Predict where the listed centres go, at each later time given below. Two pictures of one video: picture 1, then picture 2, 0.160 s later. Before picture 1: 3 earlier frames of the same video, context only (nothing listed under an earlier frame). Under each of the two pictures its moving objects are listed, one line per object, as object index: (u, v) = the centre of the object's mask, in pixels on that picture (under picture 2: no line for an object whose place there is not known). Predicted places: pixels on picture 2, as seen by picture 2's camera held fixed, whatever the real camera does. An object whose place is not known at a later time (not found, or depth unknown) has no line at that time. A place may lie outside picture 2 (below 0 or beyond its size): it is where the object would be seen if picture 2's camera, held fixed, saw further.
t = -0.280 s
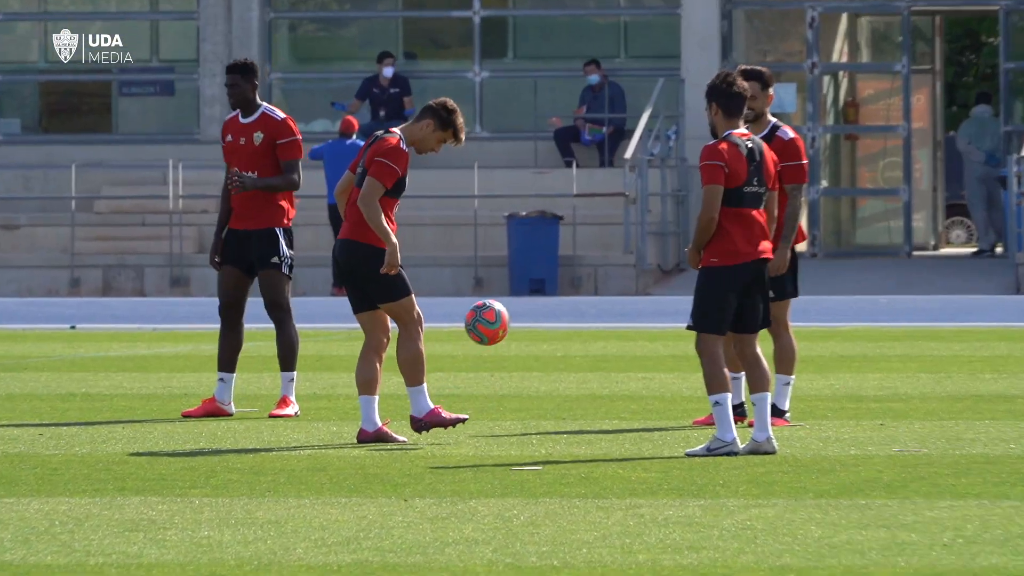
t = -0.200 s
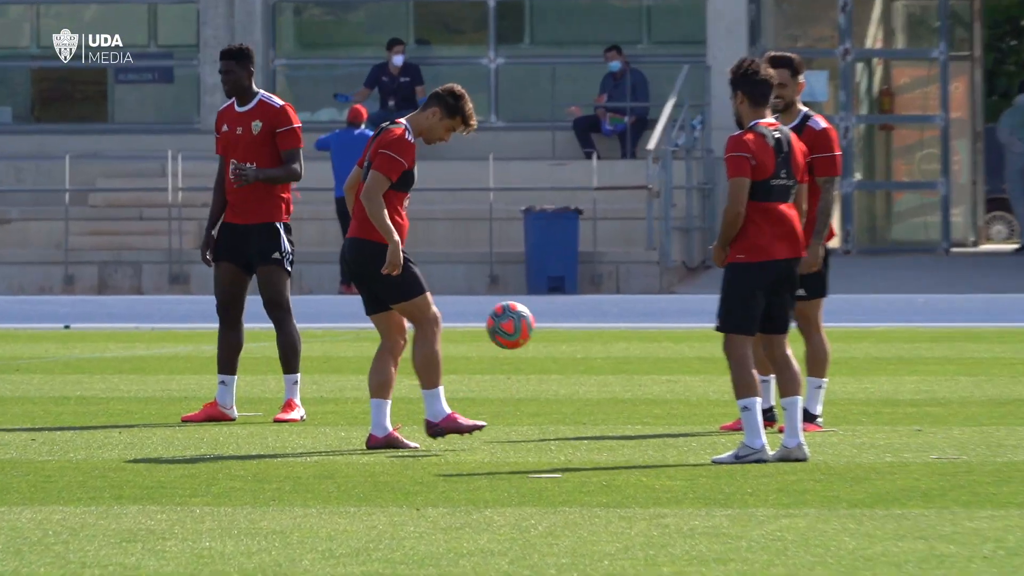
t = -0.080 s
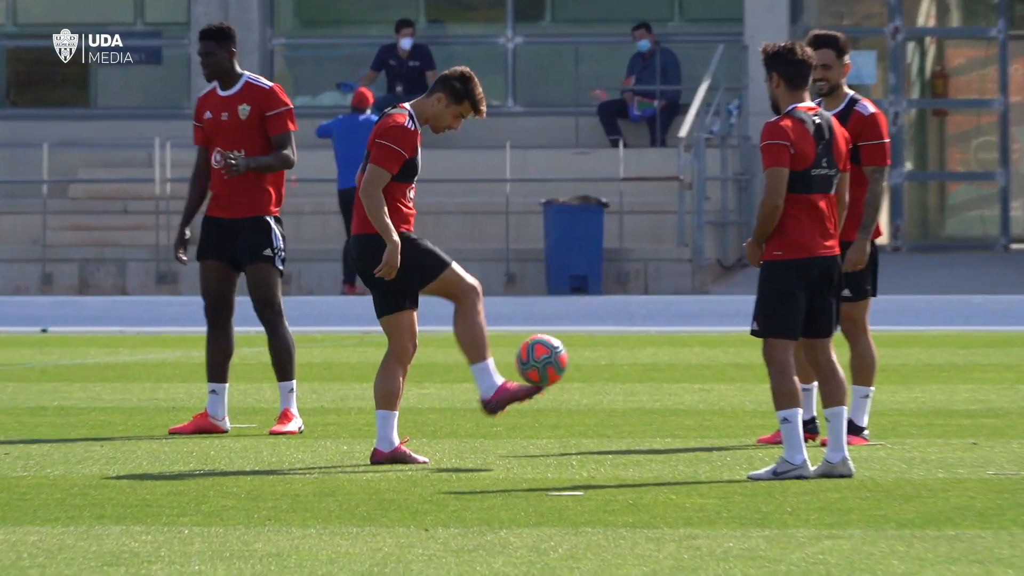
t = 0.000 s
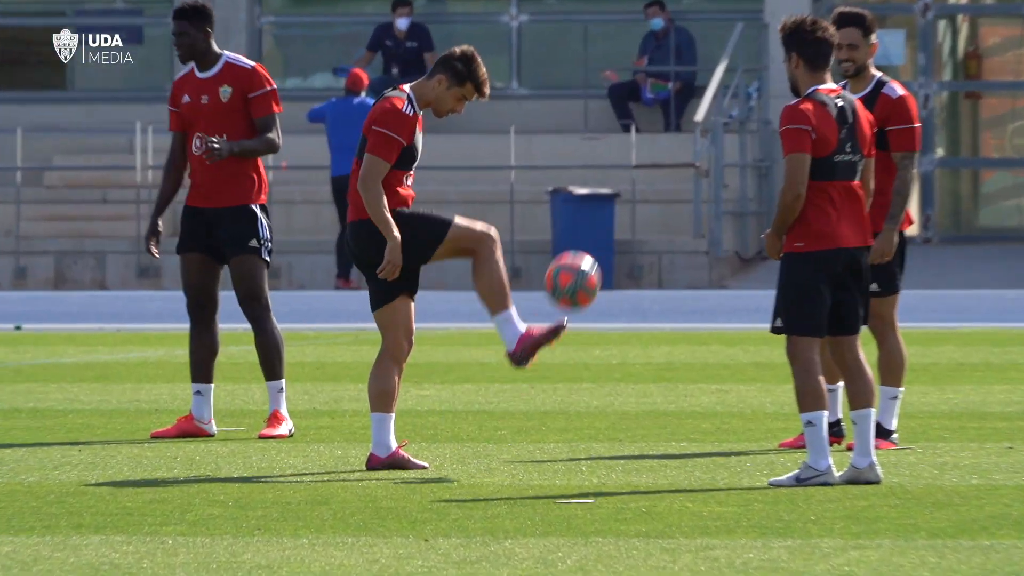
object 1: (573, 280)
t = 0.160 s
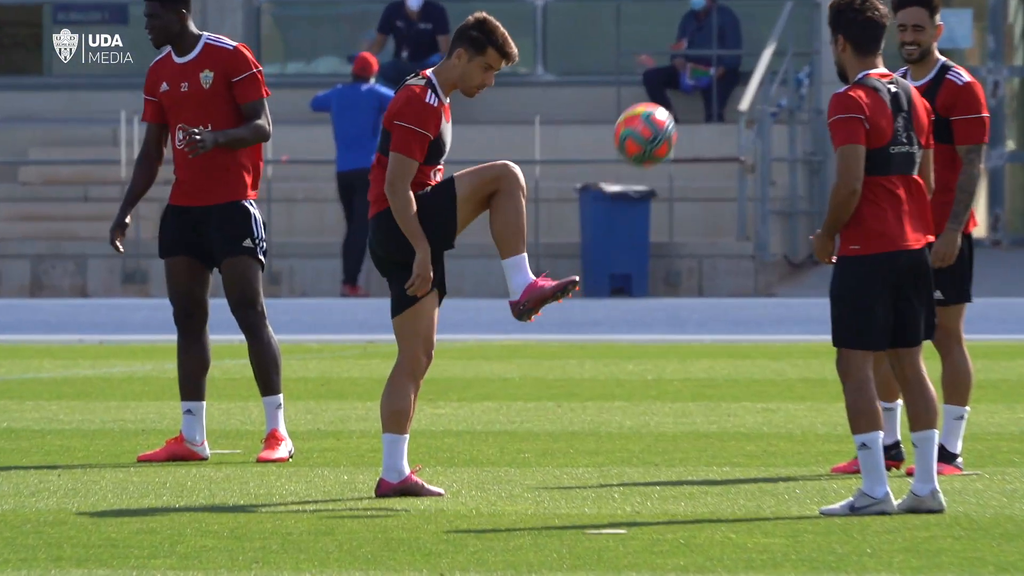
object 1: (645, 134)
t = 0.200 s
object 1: (657, 105)
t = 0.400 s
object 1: (704, 36)
